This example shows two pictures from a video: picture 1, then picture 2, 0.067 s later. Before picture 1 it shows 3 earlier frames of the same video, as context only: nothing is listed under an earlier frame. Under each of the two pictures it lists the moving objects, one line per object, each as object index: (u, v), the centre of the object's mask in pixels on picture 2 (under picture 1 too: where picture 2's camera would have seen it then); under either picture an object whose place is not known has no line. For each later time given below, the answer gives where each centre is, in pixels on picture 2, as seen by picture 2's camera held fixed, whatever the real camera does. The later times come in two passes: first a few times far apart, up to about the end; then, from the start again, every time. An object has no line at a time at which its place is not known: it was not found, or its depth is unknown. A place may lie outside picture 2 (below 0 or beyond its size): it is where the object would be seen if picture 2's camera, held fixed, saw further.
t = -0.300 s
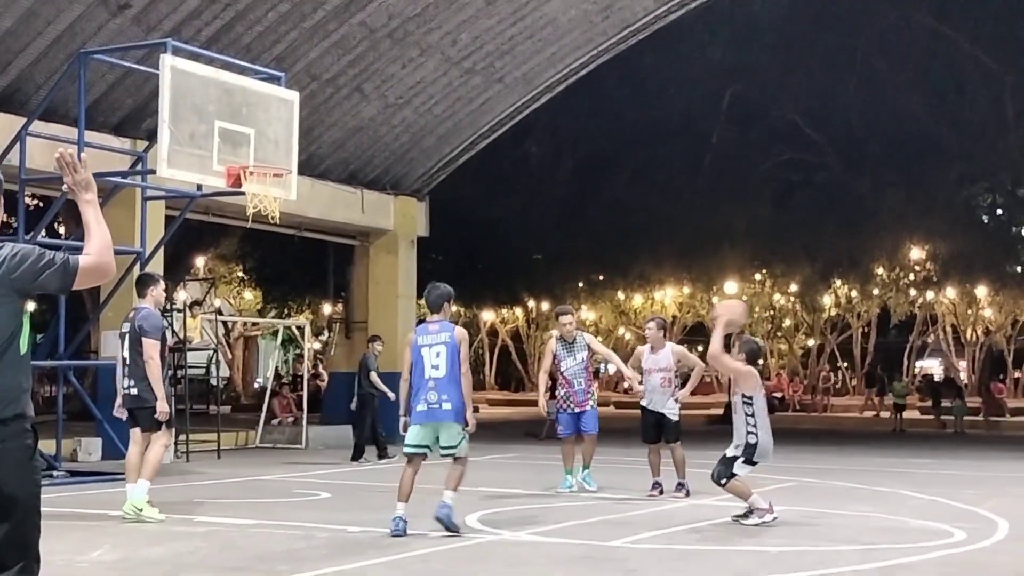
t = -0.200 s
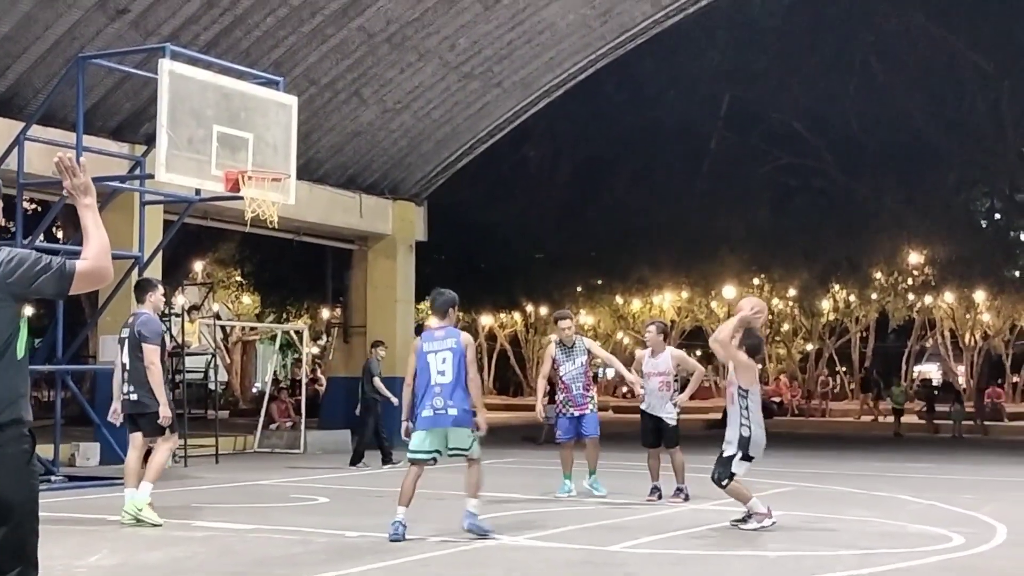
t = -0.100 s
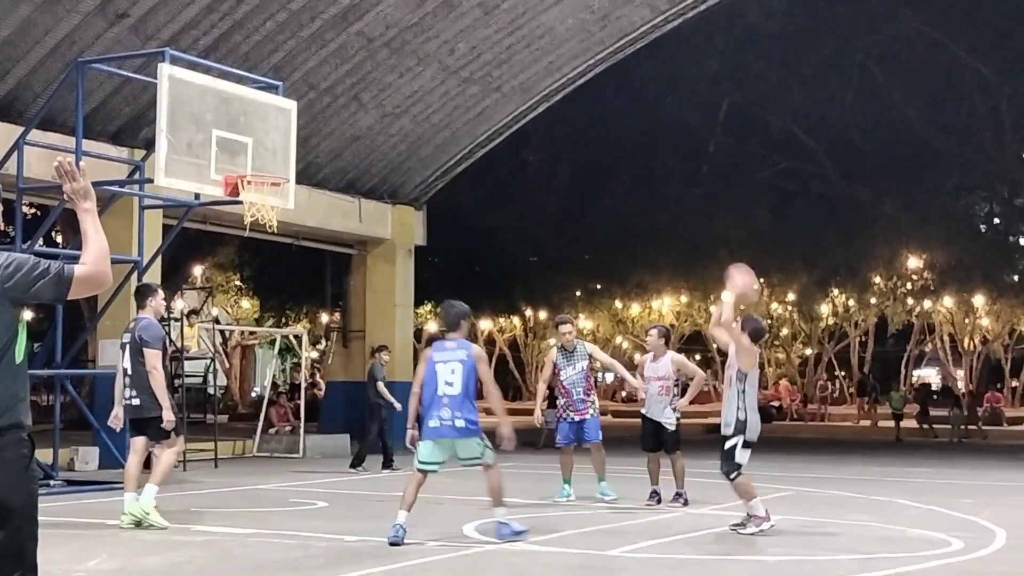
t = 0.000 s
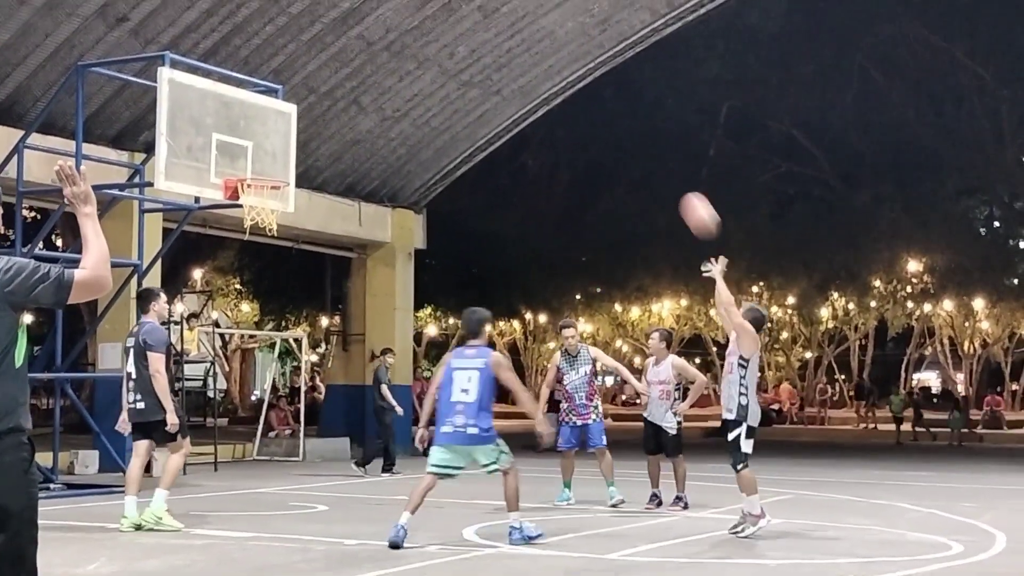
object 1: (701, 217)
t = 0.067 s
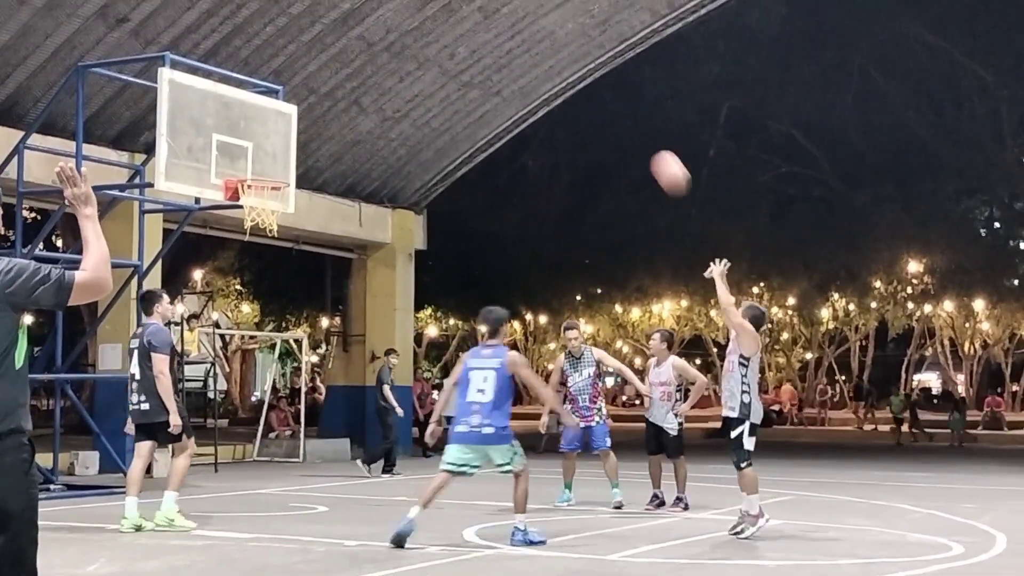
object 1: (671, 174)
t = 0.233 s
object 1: (600, 93)
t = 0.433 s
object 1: (521, 44)
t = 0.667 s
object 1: (436, 47)
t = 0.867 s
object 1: (368, 93)
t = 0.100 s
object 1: (656, 154)
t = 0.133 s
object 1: (642, 137)
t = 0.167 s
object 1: (628, 121)
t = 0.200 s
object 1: (614, 106)
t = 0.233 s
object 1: (600, 93)
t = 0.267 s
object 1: (587, 82)
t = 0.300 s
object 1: (572, 71)
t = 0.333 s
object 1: (559, 63)
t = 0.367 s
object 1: (547, 55)
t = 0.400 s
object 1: (533, 49)
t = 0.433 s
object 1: (521, 44)
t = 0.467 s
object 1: (508, 41)
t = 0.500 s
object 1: (497, 40)
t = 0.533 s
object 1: (484, 38)
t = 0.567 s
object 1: (472, 39)
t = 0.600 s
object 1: (460, 40)
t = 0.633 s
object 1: (448, 43)
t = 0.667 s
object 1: (436, 47)
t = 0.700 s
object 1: (425, 52)
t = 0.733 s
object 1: (413, 58)
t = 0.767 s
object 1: (402, 65)
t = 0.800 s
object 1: (390, 73)
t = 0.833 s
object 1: (379, 83)
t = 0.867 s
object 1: (368, 93)
